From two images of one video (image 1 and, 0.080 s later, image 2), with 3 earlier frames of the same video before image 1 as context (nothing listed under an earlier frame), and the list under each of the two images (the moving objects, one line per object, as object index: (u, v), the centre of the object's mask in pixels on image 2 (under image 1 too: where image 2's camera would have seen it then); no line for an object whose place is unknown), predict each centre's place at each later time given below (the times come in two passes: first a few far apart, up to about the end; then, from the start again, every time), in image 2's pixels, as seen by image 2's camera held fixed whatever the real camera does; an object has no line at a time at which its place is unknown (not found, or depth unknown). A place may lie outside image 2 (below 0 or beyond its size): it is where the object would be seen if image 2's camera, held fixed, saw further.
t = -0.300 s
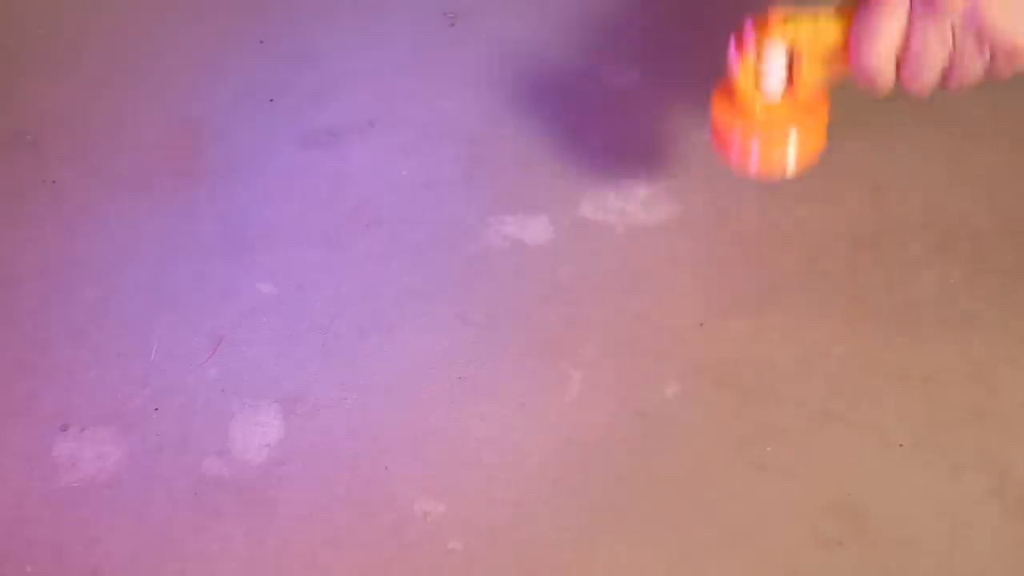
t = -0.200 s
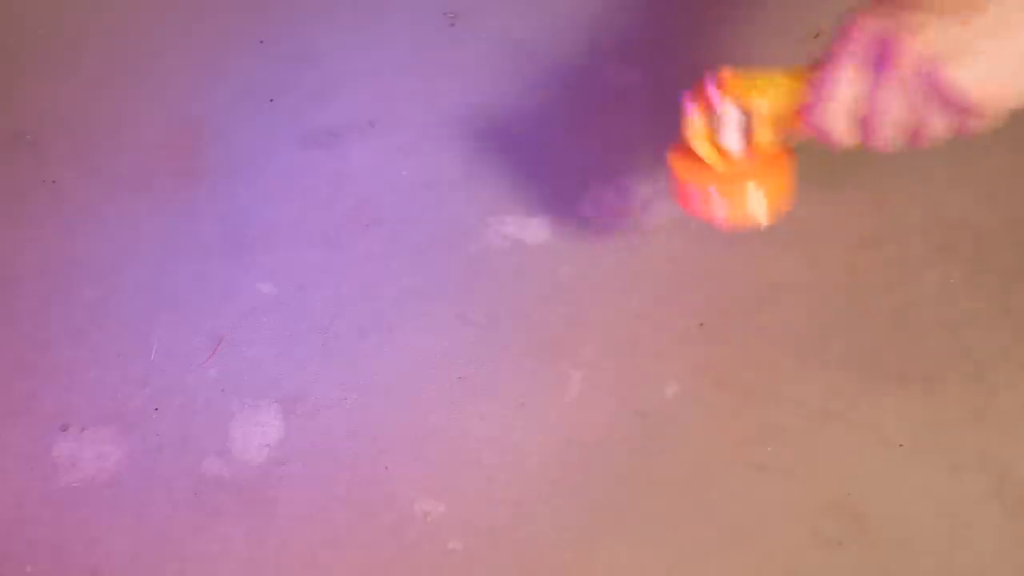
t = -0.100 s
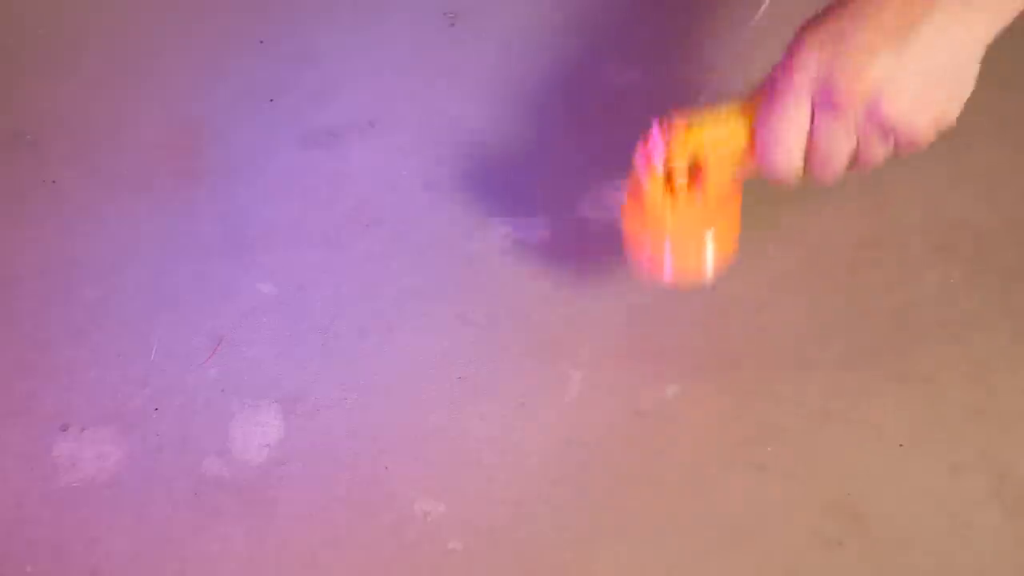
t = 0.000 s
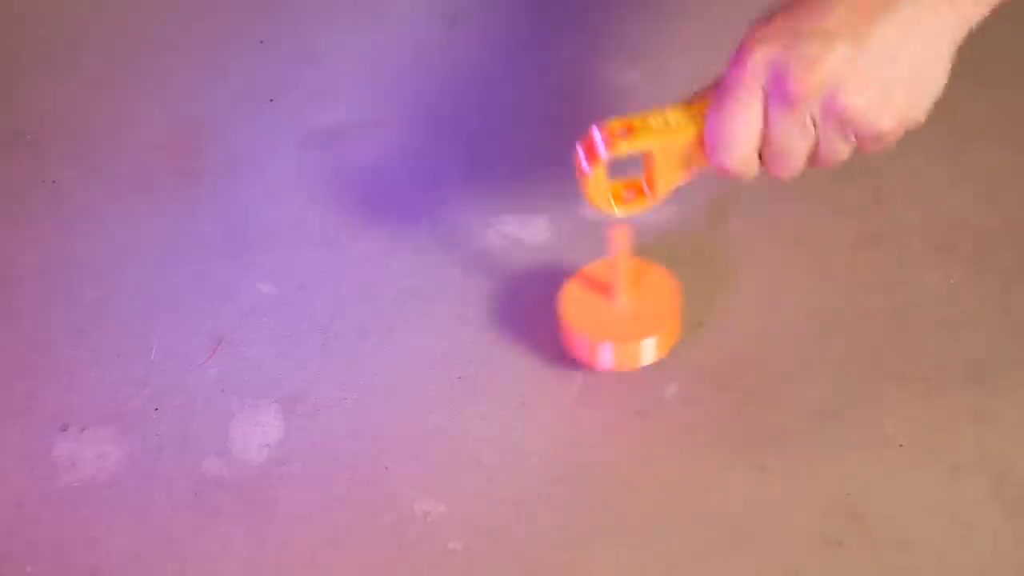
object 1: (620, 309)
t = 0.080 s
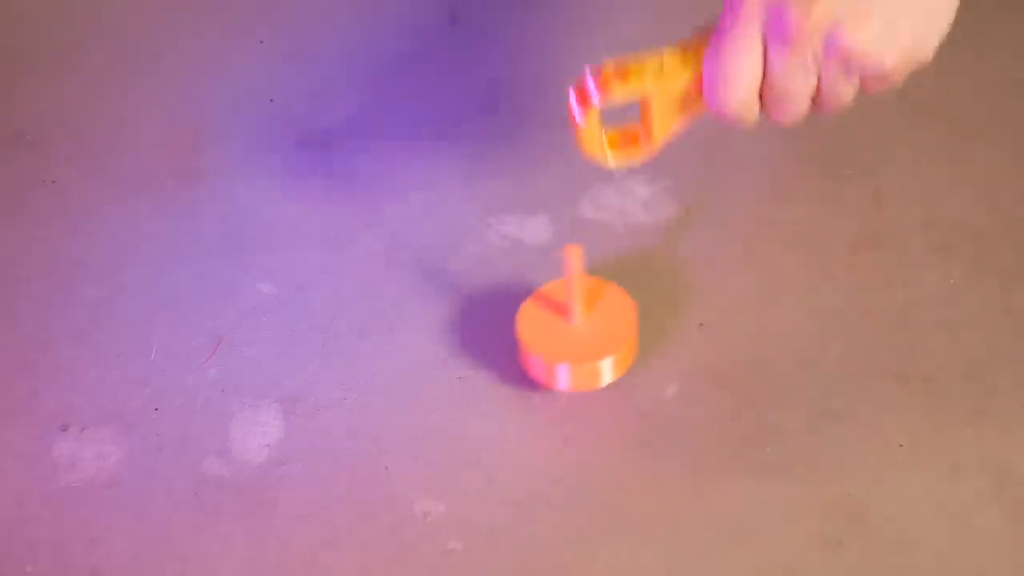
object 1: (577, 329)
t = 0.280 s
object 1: (523, 397)
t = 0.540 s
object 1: (505, 470)
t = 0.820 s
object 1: (537, 503)
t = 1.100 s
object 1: (577, 490)
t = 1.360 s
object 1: (569, 461)
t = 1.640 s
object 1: (520, 434)
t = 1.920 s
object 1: (421, 425)
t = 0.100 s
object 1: (569, 334)
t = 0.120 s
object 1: (562, 340)
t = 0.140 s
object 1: (556, 346)
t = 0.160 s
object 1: (551, 353)
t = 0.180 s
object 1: (545, 360)
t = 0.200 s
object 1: (540, 368)
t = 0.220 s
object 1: (536, 374)
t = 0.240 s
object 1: (531, 382)
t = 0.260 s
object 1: (527, 390)
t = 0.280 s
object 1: (523, 397)
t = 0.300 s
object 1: (519, 404)
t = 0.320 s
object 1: (516, 412)
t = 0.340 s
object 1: (513, 418)
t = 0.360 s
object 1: (511, 425)
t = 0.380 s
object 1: (509, 432)
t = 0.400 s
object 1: (507, 437)
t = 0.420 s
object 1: (505, 443)
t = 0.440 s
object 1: (504, 449)
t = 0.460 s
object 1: (504, 454)
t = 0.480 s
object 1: (504, 458)
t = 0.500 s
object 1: (504, 462)
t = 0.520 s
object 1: (504, 466)
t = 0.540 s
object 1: (505, 470)
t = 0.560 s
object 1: (506, 474)
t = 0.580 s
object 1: (508, 477)
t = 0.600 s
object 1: (509, 481)
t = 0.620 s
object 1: (511, 484)
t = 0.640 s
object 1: (513, 487)
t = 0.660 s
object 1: (515, 490)
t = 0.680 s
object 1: (518, 493)
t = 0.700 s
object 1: (520, 495)
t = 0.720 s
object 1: (523, 498)
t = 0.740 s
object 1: (526, 499)
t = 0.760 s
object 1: (529, 501)
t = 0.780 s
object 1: (531, 502)
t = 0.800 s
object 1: (534, 503)
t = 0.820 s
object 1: (537, 503)
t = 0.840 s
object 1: (541, 503)
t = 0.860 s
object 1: (544, 503)
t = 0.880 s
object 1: (548, 503)
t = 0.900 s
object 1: (551, 503)
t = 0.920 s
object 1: (555, 502)
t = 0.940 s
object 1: (558, 501)
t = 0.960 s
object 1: (561, 500)
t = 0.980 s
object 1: (564, 499)
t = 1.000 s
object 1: (567, 498)
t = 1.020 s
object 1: (569, 497)
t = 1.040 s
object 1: (572, 495)
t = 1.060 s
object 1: (574, 493)
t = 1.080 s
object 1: (575, 492)
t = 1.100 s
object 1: (577, 490)
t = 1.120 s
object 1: (577, 488)
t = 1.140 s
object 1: (578, 486)
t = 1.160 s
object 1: (578, 484)
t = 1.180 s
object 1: (578, 482)
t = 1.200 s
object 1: (578, 479)
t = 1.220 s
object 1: (578, 477)
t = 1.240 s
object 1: (577, 474)
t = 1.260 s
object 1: (576, 472)
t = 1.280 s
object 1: (575, 470)
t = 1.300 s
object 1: (574, 467)
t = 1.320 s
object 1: (572, 465)
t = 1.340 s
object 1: (571, 463)
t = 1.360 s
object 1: (569, 461)
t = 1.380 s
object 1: (568, 459)
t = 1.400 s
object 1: (566, 457)
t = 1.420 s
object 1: (564, 456)
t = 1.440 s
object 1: (561, 454)
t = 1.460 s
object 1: (558, 452)
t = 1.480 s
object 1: (555, 450)
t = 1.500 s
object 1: (552, 448)
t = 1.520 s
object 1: (547, 446)
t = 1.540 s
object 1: (544, 445)
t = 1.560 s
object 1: (540, 443)
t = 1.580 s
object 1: (535, 440)
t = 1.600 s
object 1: (530, 438)
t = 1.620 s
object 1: (525, 436)
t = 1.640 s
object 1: (520, 434)
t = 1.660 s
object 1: (515, 432)
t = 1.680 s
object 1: (509, 430)
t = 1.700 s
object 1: (503, 428)
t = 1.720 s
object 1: (498, 427)
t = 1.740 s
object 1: (492, 425)
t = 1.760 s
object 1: (485, 425)
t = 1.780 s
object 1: (478, 424)
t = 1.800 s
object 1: (471, 423)
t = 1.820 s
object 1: (463, 423)
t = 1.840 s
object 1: (455, 423)
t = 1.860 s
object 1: (447, 423)
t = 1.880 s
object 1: (439, 423)
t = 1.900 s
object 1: (430, 424)
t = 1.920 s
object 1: (421, 425)
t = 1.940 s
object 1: (412, 425)
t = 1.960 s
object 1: (403, 426)
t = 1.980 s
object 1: (393, 427)
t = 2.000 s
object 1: (384, 427)
